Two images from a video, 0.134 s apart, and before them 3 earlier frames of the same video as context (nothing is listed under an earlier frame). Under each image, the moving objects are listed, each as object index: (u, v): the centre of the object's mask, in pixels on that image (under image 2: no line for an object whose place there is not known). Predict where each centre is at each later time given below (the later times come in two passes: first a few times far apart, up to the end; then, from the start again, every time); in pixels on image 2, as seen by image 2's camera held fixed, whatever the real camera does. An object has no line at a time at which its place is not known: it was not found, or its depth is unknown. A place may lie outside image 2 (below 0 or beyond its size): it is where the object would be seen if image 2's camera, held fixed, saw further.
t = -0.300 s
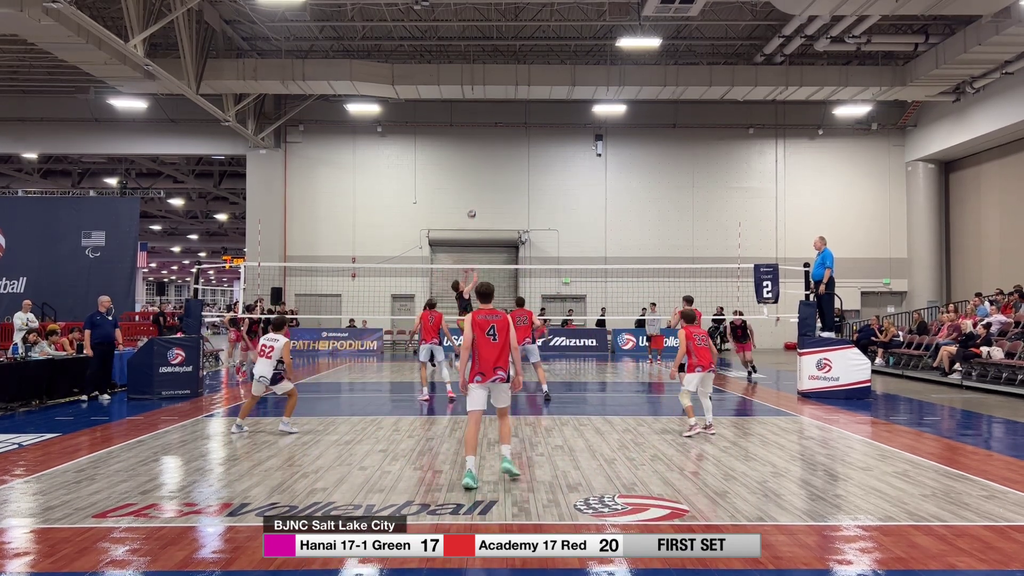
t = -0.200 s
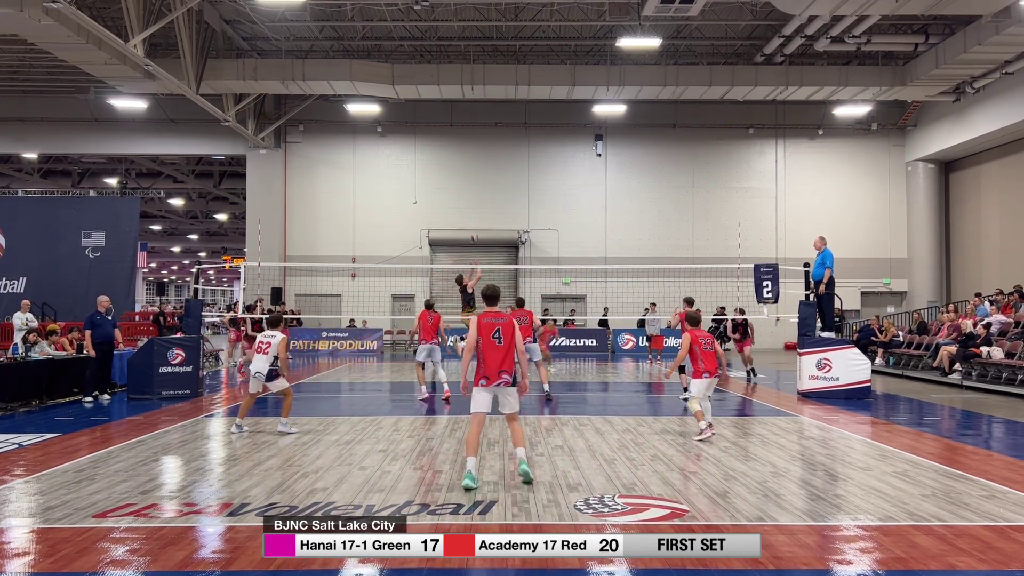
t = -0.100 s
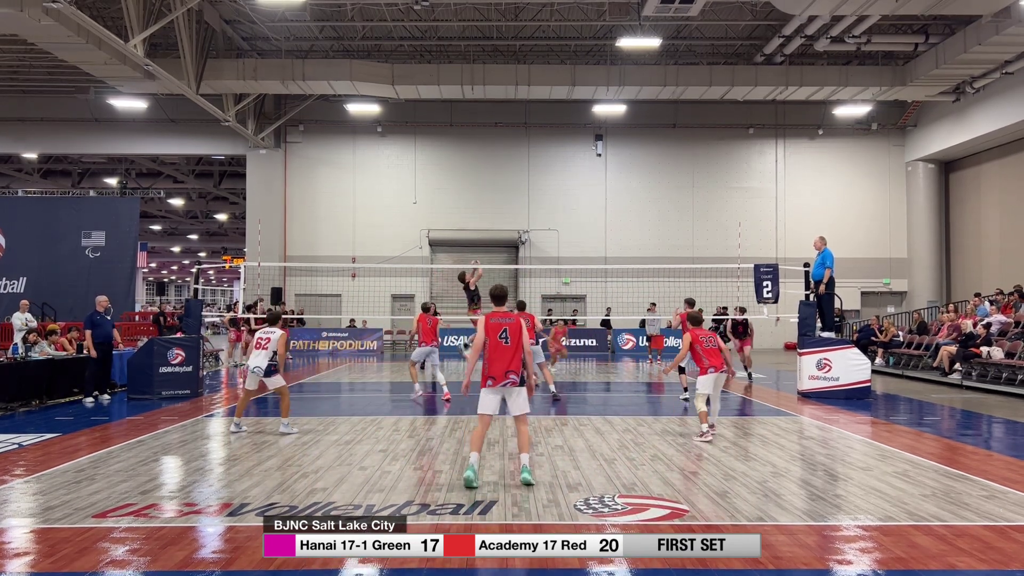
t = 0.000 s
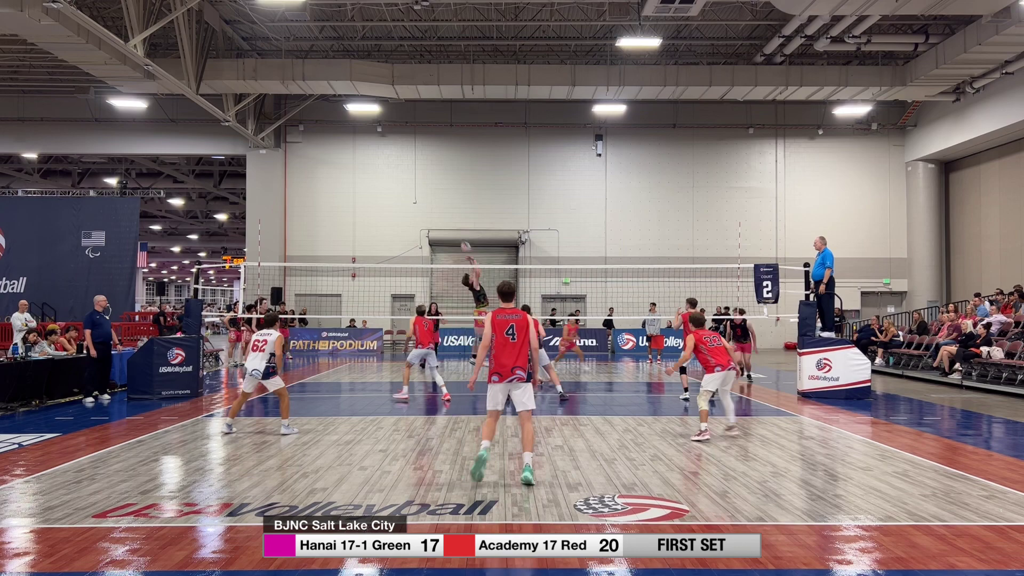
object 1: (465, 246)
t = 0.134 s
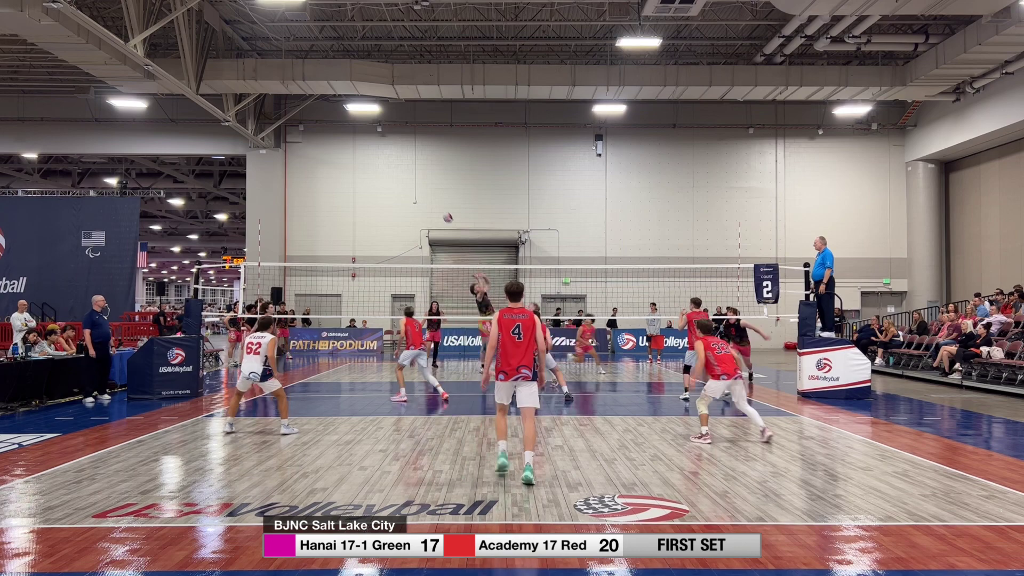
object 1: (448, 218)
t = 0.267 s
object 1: (430, 196)
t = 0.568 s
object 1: (390, 177)
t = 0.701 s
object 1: (371, 182)
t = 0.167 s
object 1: (443, 211)
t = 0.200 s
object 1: (439, 206)
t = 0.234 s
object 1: (435, 200)
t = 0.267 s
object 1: (430, 196)
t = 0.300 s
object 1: (426, 192)
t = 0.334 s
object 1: (421, 188)
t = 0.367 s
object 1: (417, 185)
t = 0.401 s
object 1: (412, 183)
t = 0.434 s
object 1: (408, 181)
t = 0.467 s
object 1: (403, 179)
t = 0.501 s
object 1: (399, 178)
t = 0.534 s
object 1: (394, 177)
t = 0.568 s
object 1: (390, 177)
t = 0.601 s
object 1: (385, 178)
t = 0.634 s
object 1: (380, 179)
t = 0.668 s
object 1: (376, 180)
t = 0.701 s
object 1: (371, 182)
